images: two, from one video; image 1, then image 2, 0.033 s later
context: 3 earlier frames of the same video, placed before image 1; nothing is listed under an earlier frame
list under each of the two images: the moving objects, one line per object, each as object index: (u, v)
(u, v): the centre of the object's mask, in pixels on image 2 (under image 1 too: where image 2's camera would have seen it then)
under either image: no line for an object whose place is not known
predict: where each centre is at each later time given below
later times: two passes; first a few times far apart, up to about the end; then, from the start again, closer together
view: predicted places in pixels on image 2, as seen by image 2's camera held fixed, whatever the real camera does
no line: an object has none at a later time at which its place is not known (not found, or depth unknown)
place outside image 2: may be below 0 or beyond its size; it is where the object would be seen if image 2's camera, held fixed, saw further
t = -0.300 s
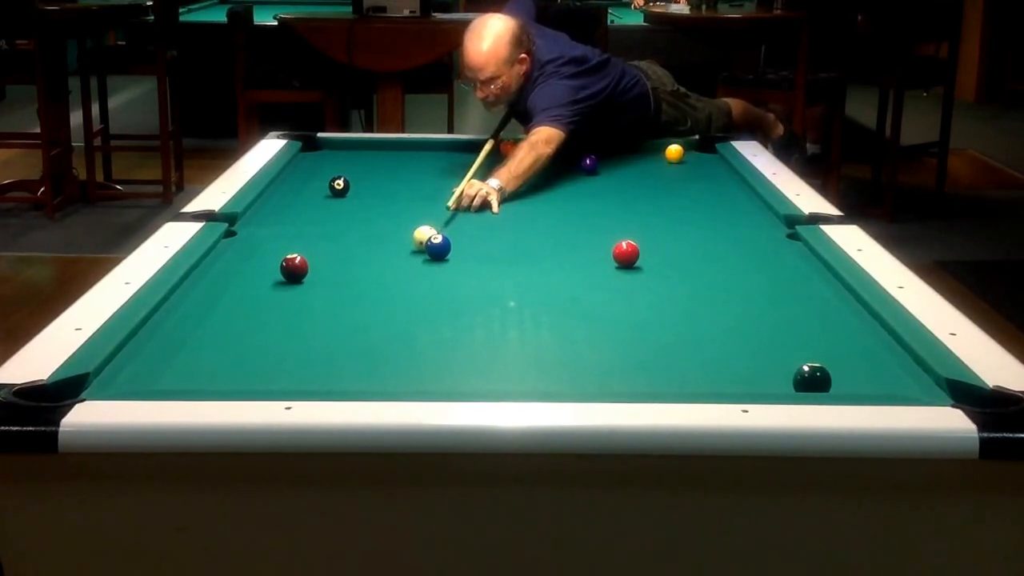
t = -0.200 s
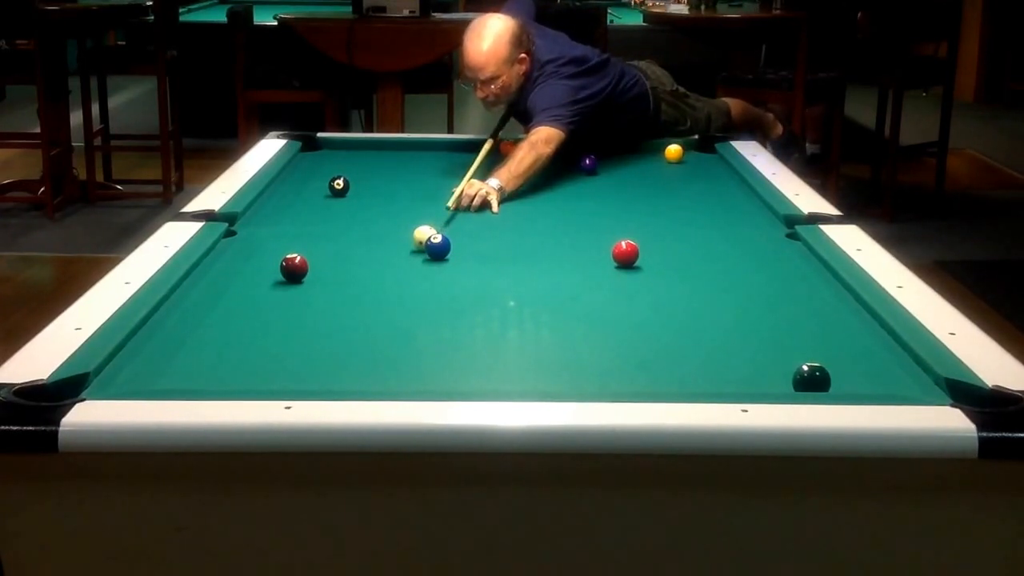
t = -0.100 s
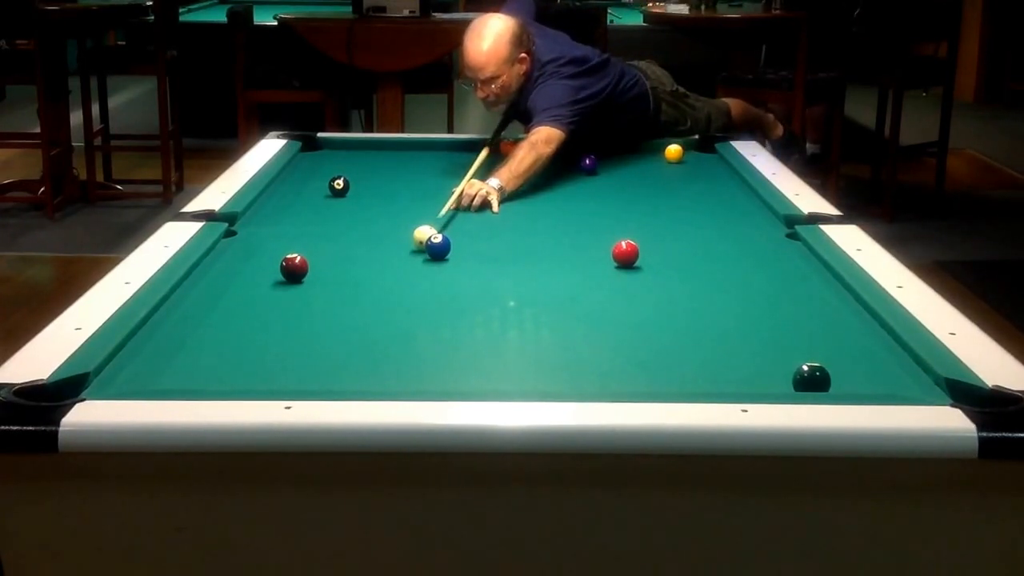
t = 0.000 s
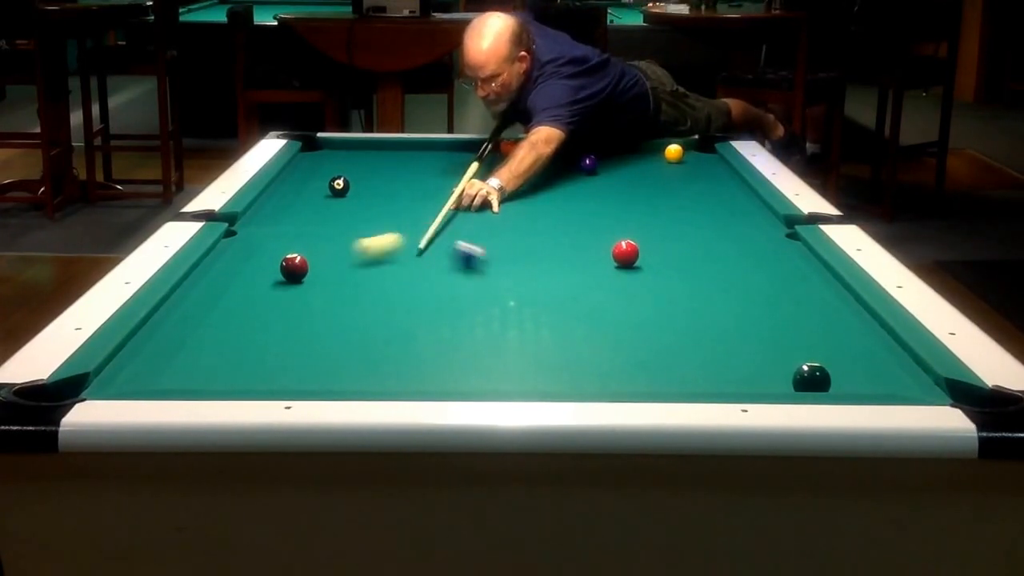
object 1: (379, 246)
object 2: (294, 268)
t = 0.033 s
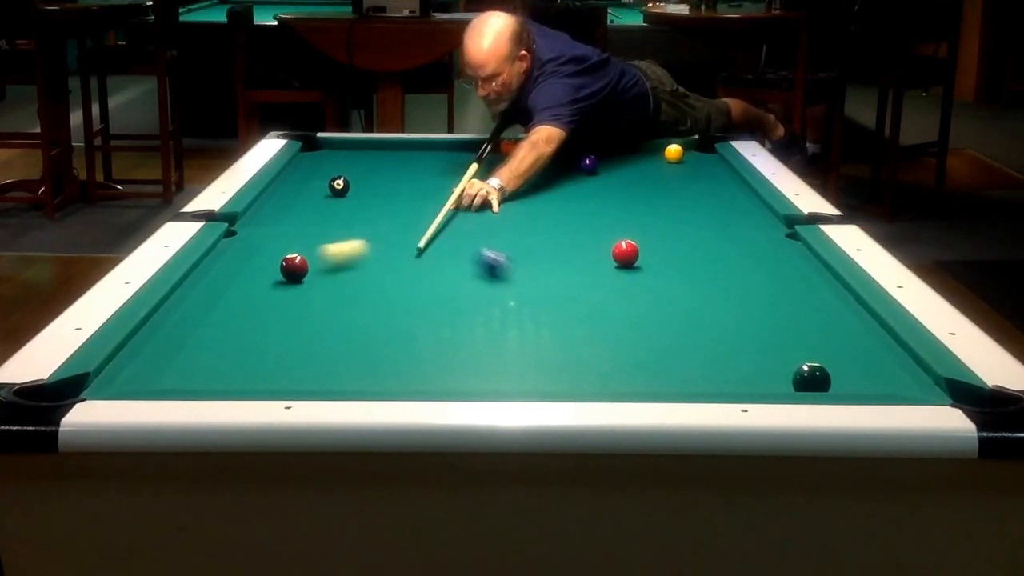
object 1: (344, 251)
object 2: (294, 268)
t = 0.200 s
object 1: (223, 258)
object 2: (238, 297)
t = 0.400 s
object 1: (277, 258)
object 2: (152, 343)
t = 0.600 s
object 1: (341, 259)
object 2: (118, 380)
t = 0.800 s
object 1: (404, 259)
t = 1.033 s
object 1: (474, 259)
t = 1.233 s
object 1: (533, 260)
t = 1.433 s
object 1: (590, 260)
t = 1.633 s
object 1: (645, 260)
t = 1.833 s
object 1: (699, 260)
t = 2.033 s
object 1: (751, 260)
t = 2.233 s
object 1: (802, 261)
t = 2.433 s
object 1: (787, 261)
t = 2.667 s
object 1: (753, 261)
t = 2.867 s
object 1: (727, 261)
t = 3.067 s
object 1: (703, 262)
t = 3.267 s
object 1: (680, 262)
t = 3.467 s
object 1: (659, 262)
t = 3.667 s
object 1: (639, 262)
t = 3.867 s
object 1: (622, 262)
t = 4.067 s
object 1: (605, 262)
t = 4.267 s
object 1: (591, 261)
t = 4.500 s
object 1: (576, 261)
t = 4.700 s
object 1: (564, 261)
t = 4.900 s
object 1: (555, 261)
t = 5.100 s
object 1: (547, 261)
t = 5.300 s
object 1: (540, 261)
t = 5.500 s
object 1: (537, 261)
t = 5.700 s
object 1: (535, 260)
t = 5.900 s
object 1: (534, 260)
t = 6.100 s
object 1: (534, 260)
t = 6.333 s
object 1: (533, 261)
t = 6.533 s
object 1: (533, 261)
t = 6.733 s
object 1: (533, 261)
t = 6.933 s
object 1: (533, 261)
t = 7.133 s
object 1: (533, 261)
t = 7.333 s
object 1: (534, 261)
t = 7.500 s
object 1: (533, 261)
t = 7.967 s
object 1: (533, 261)
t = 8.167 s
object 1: (534, 261)
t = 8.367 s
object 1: (534, 261)
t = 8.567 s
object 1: (535, 261)
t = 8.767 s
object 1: (535, 261)
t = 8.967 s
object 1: (534, 261)
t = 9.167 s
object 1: (534, 261)
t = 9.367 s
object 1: (534, 261)
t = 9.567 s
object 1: (534, 261)
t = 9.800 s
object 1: (534, 261)
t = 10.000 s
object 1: (534, 261)
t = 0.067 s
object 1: (313, 255)
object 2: (293, 268)
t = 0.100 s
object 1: (285, 256)
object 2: (281, 273)
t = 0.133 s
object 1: (263, 257)
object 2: (267, 280)
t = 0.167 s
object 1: (244, 258)
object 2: (254, 289)
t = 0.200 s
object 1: (223, 258)
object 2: (238, 297)
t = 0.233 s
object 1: (218, 258)
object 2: (223, 305)
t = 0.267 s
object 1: (232, 259)
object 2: (208, 312)
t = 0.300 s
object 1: (244, 258)
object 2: (195, 319)
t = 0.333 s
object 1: (255, 258)
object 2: (182, 327)
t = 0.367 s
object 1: (266, 258)
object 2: (167, 336)
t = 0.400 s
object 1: (277, 258)
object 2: (152, 343)
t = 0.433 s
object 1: (288, 258)
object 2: (137, 350)
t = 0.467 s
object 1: (299, 258)
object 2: (125, 359)
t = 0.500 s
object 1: (309, 258)
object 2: (124, 366)
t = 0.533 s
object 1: (320, 258)
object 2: (123, 371)
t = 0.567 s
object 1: (331, 258)
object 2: (120, 377)
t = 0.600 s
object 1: (341, 259)
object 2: (118, 380)
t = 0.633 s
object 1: (352, 259)
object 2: (114, 383)
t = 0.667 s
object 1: (364, 259)
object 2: (105, 384)
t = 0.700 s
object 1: (374, 259)
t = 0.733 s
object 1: (384, 259)
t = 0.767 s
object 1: (394, 259)
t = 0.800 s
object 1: (404, 259)
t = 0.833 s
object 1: (414, 259)
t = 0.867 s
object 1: (424, 259)
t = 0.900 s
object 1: (434, 259)
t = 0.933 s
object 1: (445, 259)
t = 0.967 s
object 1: (455, 259)
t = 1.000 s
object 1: (465, 259)
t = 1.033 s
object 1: (474, 259)
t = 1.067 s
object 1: (484, 259)
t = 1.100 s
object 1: (494, 259)
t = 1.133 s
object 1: (504, 259)
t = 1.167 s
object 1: (514, 259)
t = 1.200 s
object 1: (523, 259)
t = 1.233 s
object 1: (533, 260)
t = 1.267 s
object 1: (542, 260)
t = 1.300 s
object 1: (552, 259)
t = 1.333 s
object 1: (561, 260)
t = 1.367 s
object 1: (571, 260)
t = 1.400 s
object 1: (581, 260)
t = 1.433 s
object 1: (590, 260)
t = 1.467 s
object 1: (599, 260)
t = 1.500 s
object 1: (608, 260)
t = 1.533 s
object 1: (618, 260)
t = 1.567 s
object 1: (627, 260)
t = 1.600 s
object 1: (636, 260)
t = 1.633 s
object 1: (645, 260)
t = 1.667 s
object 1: (654, 260)
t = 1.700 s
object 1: (663, 260)
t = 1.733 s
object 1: (672, 260)
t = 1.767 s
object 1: (681, 260)
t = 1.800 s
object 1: (690, 260)
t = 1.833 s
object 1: (699, 260)
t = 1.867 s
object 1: (708, 261)
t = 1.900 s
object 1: (716, 260)
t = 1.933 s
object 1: (725, 260)
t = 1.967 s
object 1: (734, 260)
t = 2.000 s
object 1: (742, 260)
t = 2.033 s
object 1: (751, 260)
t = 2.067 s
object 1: (760, 260)
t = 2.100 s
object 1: (768, 260)
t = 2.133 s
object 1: (776, 260)
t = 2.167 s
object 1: (785, 261)
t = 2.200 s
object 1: (793, 261)
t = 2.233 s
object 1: (802, 261)
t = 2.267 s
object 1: (809, 261)
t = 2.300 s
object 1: (806, 261)
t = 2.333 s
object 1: (801, 262)
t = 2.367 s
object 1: (796, 261)
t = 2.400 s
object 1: (791, 261)
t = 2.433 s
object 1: (787, 261)
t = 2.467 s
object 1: (782, 261)
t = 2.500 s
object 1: (777, 261)
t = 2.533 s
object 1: (772, 261)
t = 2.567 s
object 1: (767, 261)
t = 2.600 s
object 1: (763, 261)
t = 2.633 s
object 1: (758, 261)
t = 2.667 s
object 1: (753, 261)
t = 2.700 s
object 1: (749, 261)
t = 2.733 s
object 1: (745, 261)
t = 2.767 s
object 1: (740, 261)
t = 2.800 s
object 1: (736, 261)
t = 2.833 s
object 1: (732, 261)
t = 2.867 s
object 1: (727, 261)
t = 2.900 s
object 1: (723, 261)
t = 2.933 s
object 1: (719, 261)
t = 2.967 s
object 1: (715, 262)
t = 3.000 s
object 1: (711, 261)
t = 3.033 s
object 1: (707, 262)
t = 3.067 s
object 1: (703, 262)
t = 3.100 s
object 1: (699, 262)
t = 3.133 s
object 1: (695, 262)
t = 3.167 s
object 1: (692, 262)
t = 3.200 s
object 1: (688, 262)
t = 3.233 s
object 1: (684, 262)
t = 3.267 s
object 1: (680, 262)
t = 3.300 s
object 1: (677, 262)
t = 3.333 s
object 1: (673, 262)
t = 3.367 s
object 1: (669, 262)
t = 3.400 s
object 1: (666, 262)
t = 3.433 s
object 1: (662, 262)
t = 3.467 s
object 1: (659, 262)
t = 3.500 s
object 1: (656, 262)
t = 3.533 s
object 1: (652, 262)
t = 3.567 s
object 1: (649, 262)
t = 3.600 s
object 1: (646, 262)
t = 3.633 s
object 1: (643, 262)
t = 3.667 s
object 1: (639, 262)
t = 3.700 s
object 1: (636, 262)
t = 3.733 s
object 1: (633, 262)
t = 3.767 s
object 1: (630, 262)
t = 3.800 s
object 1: (627, 262)
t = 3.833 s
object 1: (624, 262)
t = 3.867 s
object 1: (622, 262)
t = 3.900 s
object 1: (619, 262)
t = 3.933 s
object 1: (616, 262)
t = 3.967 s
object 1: (613, 262)
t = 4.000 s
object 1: (610, 262)
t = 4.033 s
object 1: (608, 262)
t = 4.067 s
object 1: (605, 262)
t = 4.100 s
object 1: (603, 262)
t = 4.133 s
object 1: (601, 261)
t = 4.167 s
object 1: (598, 261)
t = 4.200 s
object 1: (596, 262)
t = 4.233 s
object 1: (594, 261)
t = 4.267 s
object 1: (591, 261)
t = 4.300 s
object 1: (589, 261)
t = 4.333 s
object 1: (587, 262)
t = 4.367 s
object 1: (585, 261)
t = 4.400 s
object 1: (583, 261)
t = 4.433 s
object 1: (580, 261)
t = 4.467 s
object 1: (578, 261)
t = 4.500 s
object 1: (576, 261)
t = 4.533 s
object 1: (574, 261)
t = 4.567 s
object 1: (572, 261)
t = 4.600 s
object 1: (570, 261)
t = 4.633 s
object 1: (568, 261)
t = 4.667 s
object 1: (566, 261)
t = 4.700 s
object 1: (564, 261)
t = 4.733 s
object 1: (563, 261)
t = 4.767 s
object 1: (561, 261)
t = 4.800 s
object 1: (560, 261)
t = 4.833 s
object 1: (558, 261)
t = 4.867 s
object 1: (556, 261)
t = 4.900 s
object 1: (555, 261)
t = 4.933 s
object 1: (553, 261)
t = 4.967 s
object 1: (552, 261)
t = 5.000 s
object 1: (550, 261)
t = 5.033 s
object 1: (549, 260)
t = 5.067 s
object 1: (548, 261)
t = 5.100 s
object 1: (547, 261)
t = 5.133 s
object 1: (546, 261)
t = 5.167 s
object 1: (544, 261)
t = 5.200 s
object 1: (543, 260)
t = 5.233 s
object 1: (542, 260)
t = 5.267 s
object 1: (541, 261)
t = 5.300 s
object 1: (540, 261)
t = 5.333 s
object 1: (539, 260)
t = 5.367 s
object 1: (538, 260)
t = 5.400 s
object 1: (538, 260)
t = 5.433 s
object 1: (537, 260)
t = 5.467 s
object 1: (537, 260)
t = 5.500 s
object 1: (537, 261)
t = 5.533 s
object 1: (536, 260)
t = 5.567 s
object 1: (536, 260)
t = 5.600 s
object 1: (536, 260)
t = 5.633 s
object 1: (535, 260)
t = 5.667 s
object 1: (535, 260)
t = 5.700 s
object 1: (535, 260)
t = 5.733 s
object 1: (535, 260)
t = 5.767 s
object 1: (534, 260)
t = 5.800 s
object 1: (534, 260)
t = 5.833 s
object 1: (534, 260)
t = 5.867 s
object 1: (534, 260)
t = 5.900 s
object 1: (534, 260)
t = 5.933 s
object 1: (534, 260)
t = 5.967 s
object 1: (534, 260)
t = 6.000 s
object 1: (534, 260)
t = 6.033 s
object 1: (534, 260)
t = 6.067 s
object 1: (534, 260)
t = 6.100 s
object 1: (534, 260)
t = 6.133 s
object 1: (534, 261)
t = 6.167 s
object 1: (534, 261)
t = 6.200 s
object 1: (534, 261)
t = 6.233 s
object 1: (534, 261)
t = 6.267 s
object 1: (534, 261)
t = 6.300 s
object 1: (534, 261)
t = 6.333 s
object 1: (533, 261)
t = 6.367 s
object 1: (533, 260)
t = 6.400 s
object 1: (533, 261)
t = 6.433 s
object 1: (533, 261)
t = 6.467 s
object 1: (533, 261)
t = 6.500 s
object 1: (533, 261)
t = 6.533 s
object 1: (533, 261)
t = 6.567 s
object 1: (533, 261)
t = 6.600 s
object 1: (533, 261)
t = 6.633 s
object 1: (533, 261)
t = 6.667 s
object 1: (533, 261)
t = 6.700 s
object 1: (533, 261)
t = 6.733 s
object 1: (533, 261)
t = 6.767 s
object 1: (533, 261)
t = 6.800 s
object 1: (533, 261)
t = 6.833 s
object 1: (533, 260)
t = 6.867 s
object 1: (533, 261)
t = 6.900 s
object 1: (533, 261)
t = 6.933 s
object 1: (533, 261)
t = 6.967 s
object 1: (533, 261)
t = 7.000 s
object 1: (533, 261)
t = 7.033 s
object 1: (533, 261)
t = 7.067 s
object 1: (533, 261)
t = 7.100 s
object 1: (533, 261)
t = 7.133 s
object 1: (533, 261)
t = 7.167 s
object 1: (534, 261)
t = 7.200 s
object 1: (534, 261)
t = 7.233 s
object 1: (534, 261)
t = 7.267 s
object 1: (534, 261)
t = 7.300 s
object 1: (534, 261)
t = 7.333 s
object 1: (534, 261)
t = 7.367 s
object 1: (534, 260)
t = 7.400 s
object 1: (534, 260)
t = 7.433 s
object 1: (533, 260)
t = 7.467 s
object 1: (533, 261)
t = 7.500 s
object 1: (533, 261)
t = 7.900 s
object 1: (540, 258)
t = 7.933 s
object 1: (533, 261)
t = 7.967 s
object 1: (533, 261)
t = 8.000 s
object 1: (533, 261)
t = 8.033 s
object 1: (533, 261)
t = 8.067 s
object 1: (533, 261)
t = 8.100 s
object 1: (534, 261)
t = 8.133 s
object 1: (534, 261)
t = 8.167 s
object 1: (534, 261)
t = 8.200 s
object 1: (534, 261)
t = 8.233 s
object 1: (534, 261)
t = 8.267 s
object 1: (534, 261)
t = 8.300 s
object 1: (534, 261)
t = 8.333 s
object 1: (534, 261)
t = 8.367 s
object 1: (534, 261)
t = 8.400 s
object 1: (534, 261)
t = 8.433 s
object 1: (534, 261)
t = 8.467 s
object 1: (534, 261)
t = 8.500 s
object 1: (534, 261)
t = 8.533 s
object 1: (535, 261)
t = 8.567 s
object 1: (535, 261)
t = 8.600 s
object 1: (535, 261)
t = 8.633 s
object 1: (534, 261)
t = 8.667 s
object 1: (534, 261)
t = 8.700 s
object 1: (534, 261)
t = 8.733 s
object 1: (535, 261)
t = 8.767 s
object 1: (535, 261)
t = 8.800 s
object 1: (535, 261)
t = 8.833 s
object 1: (534, 261)
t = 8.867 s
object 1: (534, 261)
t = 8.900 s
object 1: (534, 261)
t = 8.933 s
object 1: (534, 261)
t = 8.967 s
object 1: (534, 261)
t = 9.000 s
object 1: (534, 261)
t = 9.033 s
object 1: (534, 261)
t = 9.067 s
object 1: (534, 261)
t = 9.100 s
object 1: (534, 261)
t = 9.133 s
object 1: (534, 261)
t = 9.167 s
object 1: (534, 261)
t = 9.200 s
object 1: (534, 261)
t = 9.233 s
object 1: (534, 261)
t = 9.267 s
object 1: (534, 261)
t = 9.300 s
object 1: (534, 262)
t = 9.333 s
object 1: (534, 261)
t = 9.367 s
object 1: (534, 261)
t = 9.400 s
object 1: (534, 261)
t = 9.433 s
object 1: (534, 261)
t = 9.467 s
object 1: (534, 261)
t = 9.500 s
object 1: (534, 261)
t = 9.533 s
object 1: (534, 261)
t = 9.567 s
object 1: (534, 261)
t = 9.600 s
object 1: (534, 261)
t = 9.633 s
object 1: (534, 261)
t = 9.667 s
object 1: (534, 261)
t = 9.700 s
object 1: (534, 261)
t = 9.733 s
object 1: (534, 261)
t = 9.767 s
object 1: (534, 261)
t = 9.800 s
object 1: (534, 261)
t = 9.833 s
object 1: (534, 261)
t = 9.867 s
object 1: (534, 261)
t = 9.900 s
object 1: (534, 261)
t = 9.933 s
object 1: (534, 261)
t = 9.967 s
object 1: (534, 261)
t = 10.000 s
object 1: (534, 261)
